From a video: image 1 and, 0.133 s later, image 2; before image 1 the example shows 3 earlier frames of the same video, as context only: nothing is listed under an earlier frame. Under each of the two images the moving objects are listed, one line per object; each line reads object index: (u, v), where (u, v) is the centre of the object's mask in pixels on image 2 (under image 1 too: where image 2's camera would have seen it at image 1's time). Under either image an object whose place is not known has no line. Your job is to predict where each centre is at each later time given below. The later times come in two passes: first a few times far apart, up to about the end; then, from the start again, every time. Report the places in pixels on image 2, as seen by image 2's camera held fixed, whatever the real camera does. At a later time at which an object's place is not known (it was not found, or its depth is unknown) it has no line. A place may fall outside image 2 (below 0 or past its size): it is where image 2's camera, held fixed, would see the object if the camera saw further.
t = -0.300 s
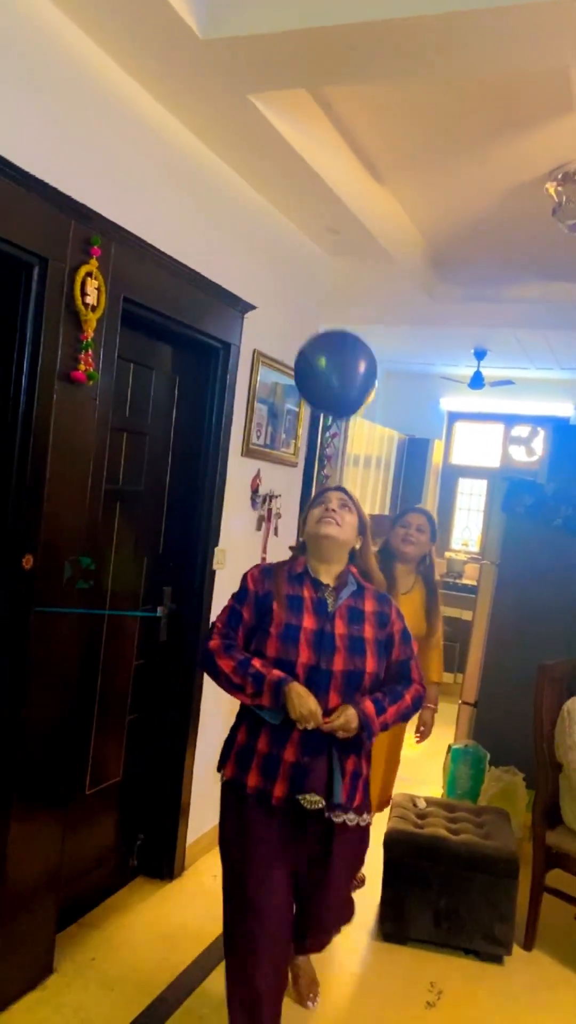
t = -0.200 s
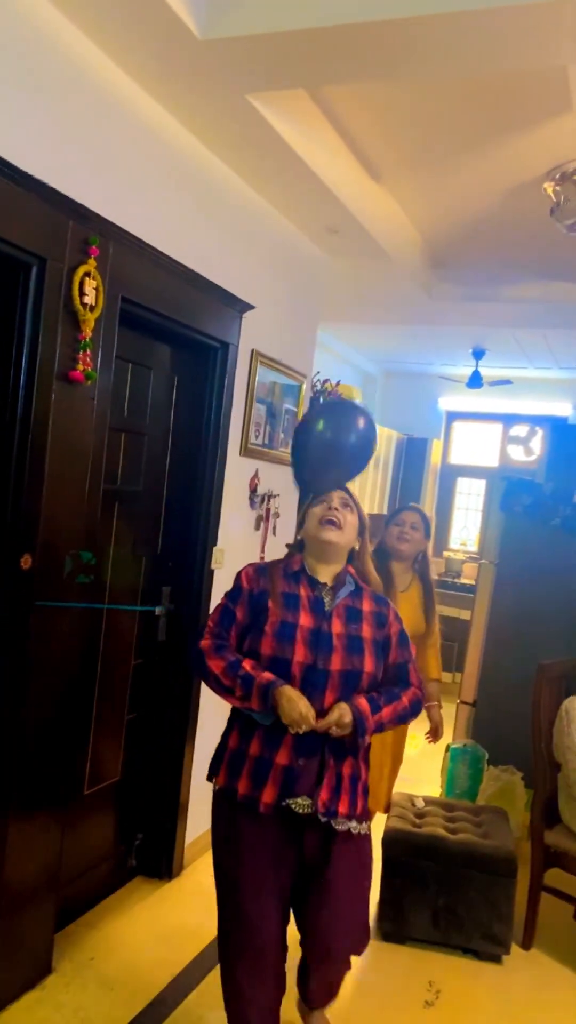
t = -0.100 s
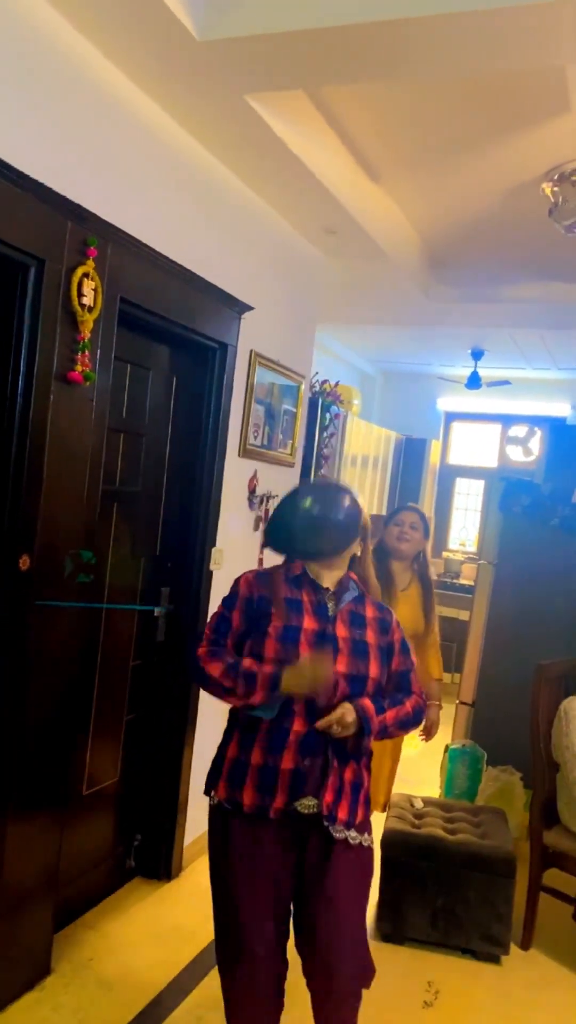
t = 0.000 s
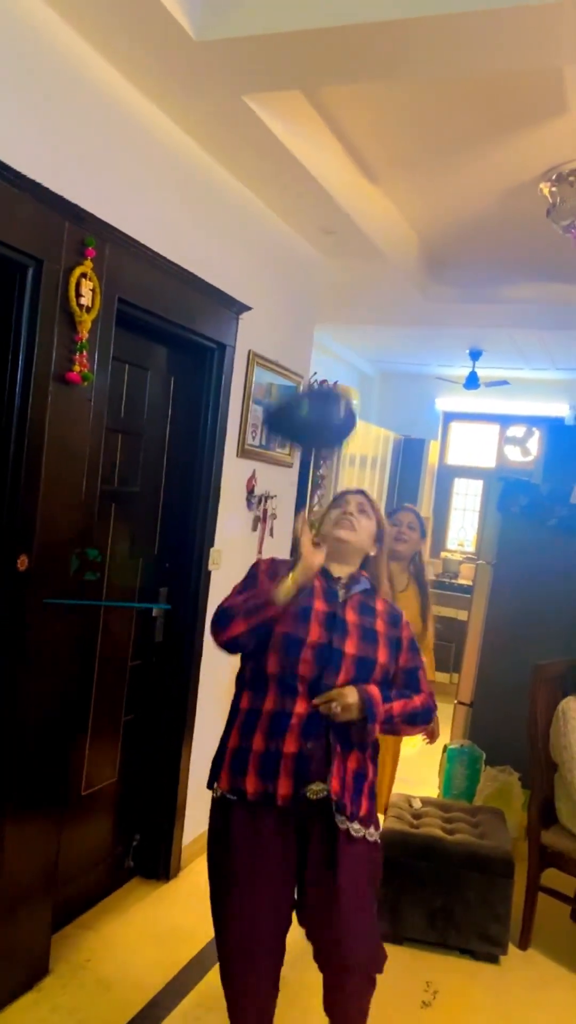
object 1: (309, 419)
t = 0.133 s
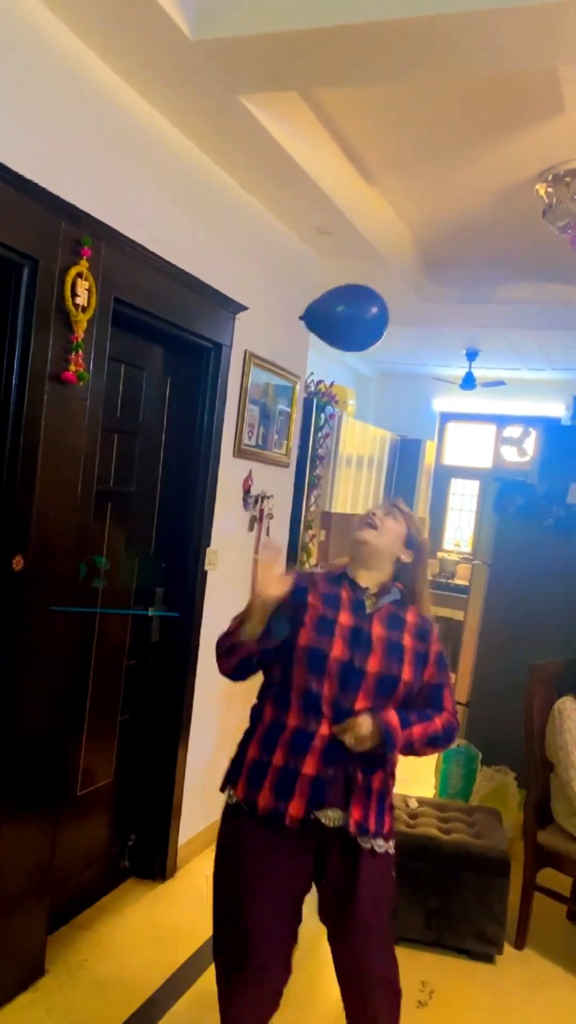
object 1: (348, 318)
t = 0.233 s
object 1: (371, 311)
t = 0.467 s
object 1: (394, 356)
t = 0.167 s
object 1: (358, 312)
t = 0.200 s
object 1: (362, 311)
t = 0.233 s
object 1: (371, 311)
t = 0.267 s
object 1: (378, 314)
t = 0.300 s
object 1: (381, 316)
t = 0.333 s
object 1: (385, 321)
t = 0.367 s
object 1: (387, 329)
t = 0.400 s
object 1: (390, 339)
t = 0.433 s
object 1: (391, 344)
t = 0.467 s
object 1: (394, 356)
